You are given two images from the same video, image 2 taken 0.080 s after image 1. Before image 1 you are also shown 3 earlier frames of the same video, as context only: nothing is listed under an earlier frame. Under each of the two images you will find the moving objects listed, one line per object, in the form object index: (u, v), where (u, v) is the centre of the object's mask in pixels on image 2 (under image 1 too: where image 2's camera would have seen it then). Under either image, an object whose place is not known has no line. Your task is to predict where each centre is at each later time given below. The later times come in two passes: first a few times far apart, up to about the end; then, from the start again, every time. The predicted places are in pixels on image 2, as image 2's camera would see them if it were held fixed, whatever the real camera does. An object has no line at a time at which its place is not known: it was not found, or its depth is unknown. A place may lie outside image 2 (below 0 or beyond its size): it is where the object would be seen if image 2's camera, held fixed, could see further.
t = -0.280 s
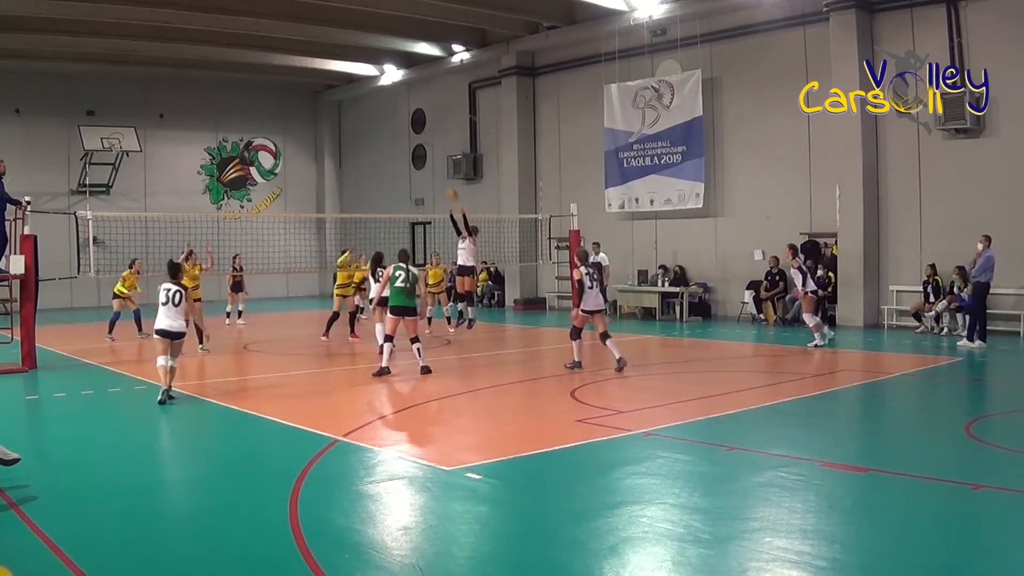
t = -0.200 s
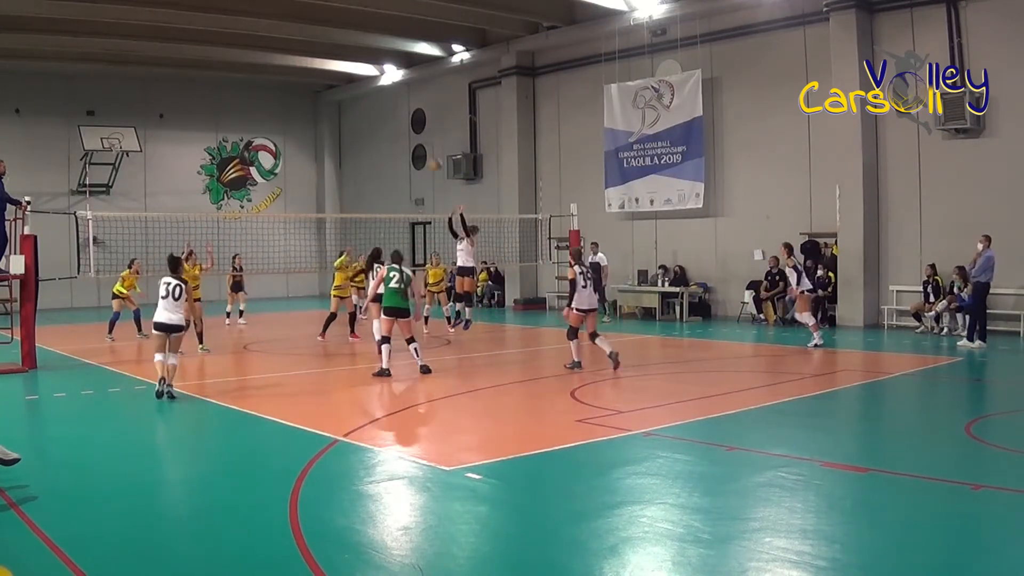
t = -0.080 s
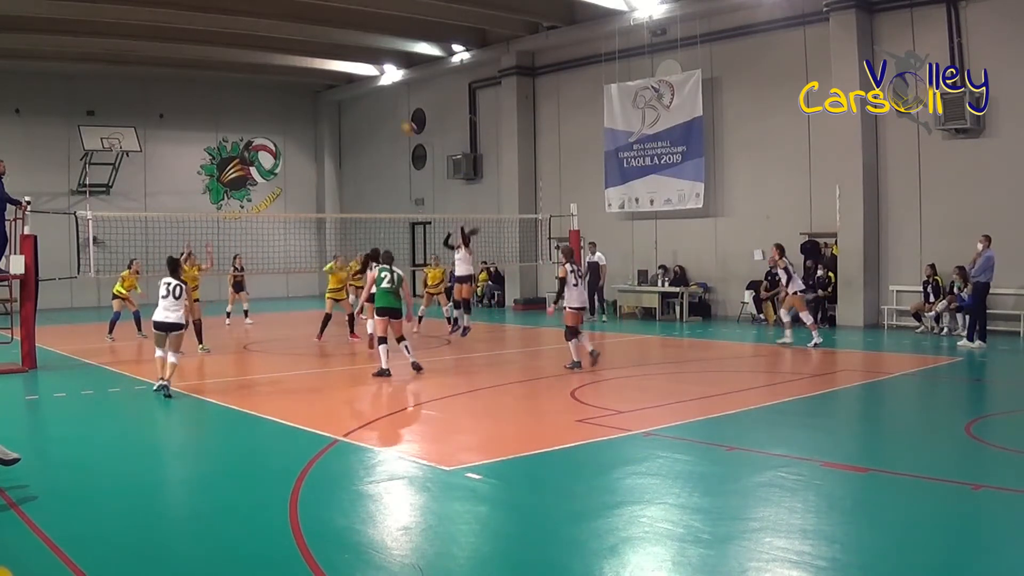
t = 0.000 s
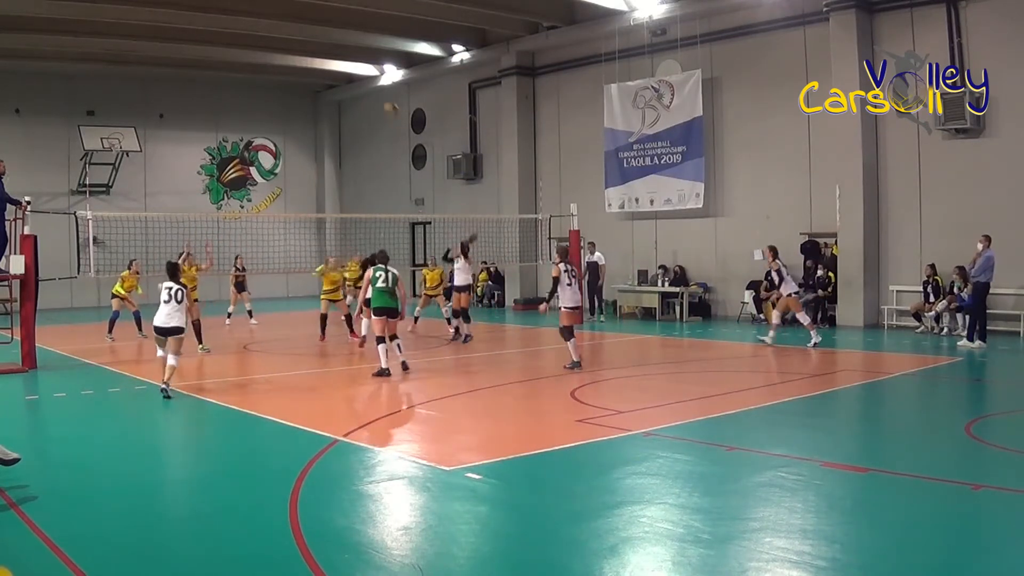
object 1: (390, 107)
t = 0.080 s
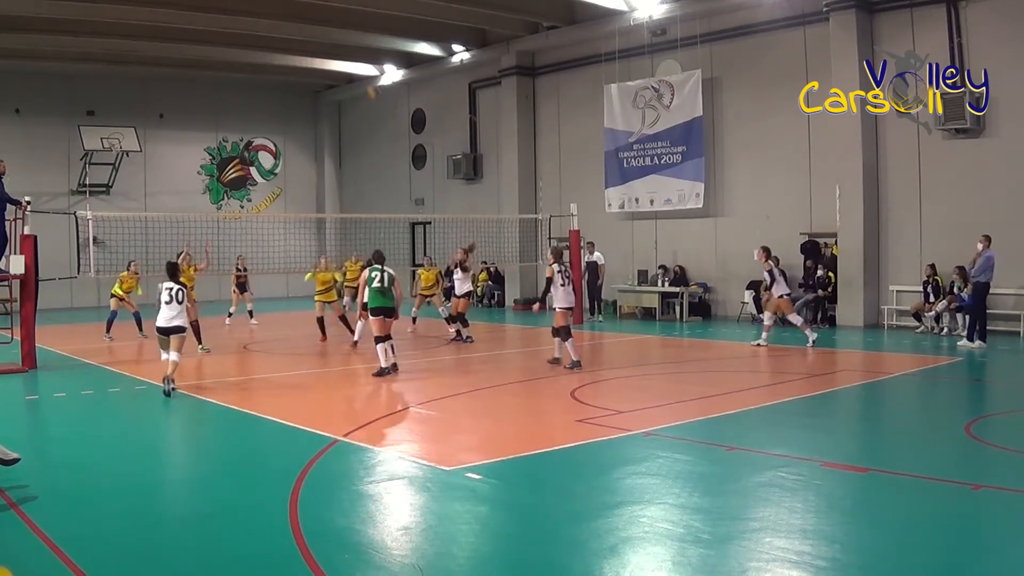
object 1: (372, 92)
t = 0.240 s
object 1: (338, 71)
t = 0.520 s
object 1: (275, 71)
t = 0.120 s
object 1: (363, 85)
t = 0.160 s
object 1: (356, 80)
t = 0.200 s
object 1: (346, 76)
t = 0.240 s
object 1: (338, 71)
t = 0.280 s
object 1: (329, 68)
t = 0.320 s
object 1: (320, 66)
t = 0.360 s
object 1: (311, 65)
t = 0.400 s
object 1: (301, 65)
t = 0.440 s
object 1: (292, 66)
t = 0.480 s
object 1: (283, 68)
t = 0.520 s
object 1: (275, 71)
